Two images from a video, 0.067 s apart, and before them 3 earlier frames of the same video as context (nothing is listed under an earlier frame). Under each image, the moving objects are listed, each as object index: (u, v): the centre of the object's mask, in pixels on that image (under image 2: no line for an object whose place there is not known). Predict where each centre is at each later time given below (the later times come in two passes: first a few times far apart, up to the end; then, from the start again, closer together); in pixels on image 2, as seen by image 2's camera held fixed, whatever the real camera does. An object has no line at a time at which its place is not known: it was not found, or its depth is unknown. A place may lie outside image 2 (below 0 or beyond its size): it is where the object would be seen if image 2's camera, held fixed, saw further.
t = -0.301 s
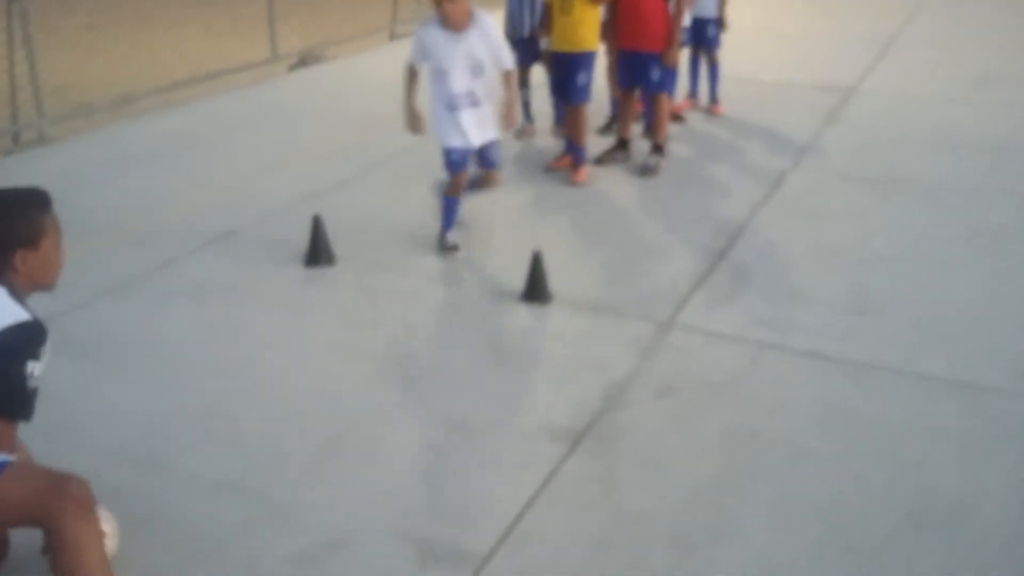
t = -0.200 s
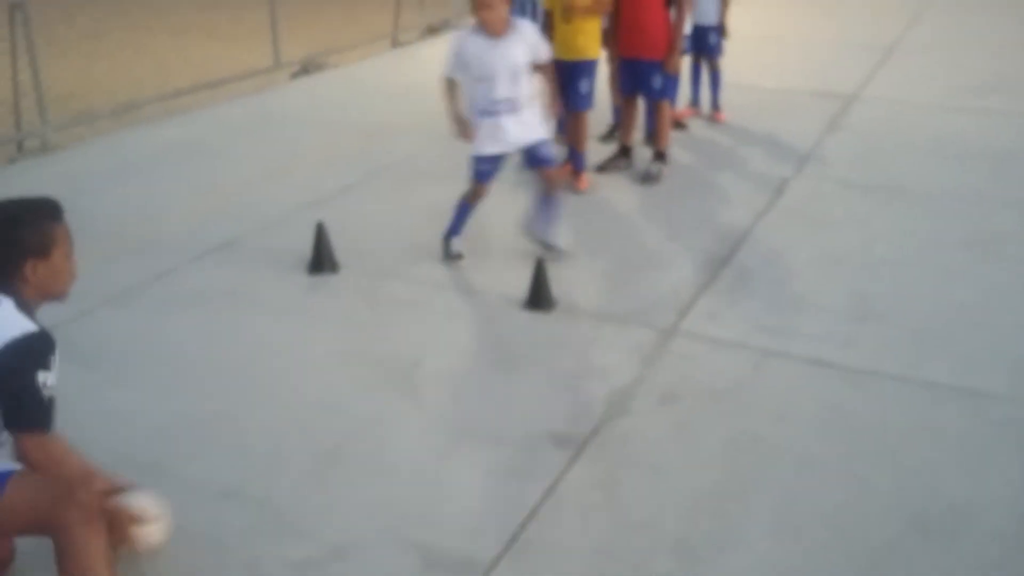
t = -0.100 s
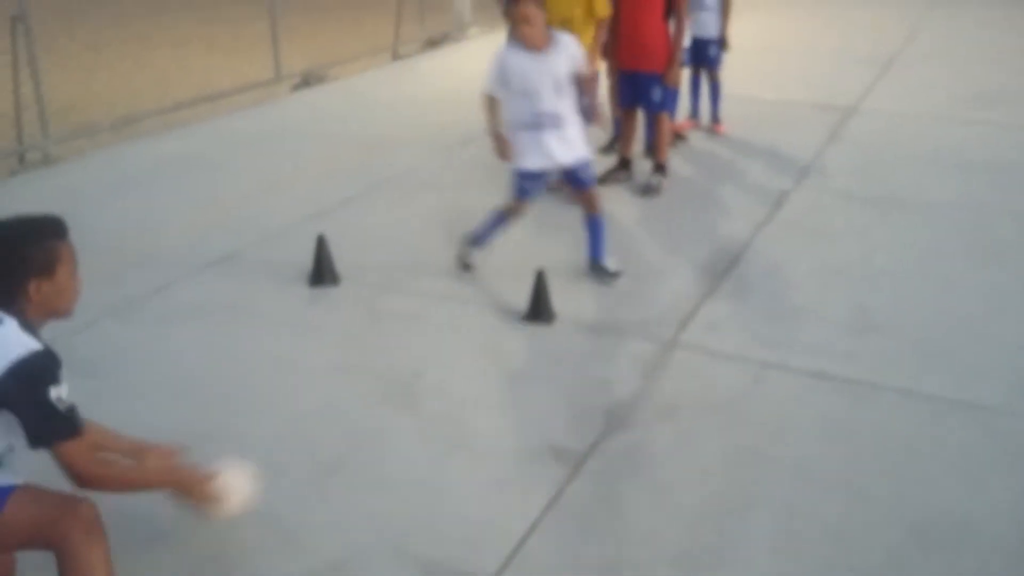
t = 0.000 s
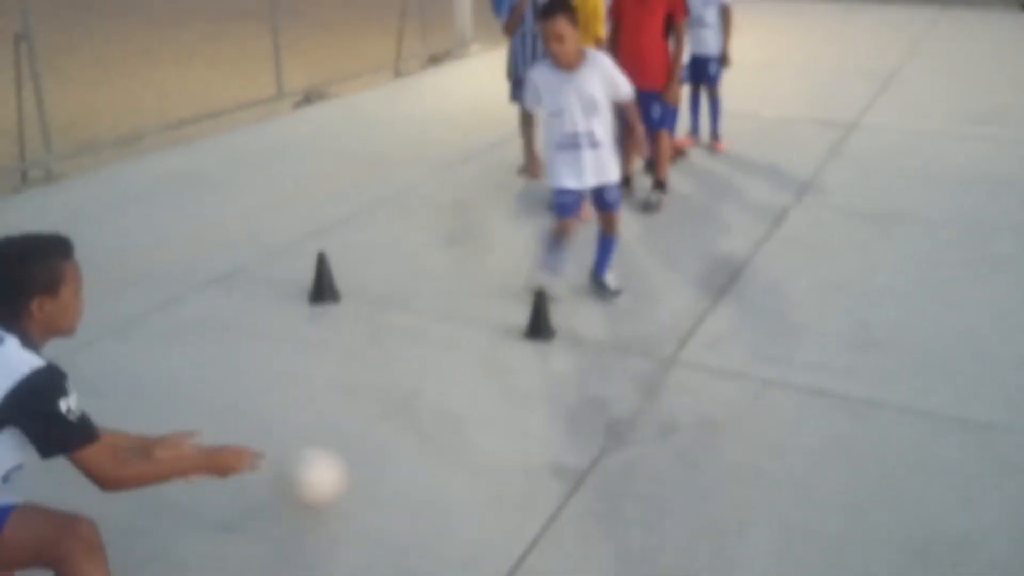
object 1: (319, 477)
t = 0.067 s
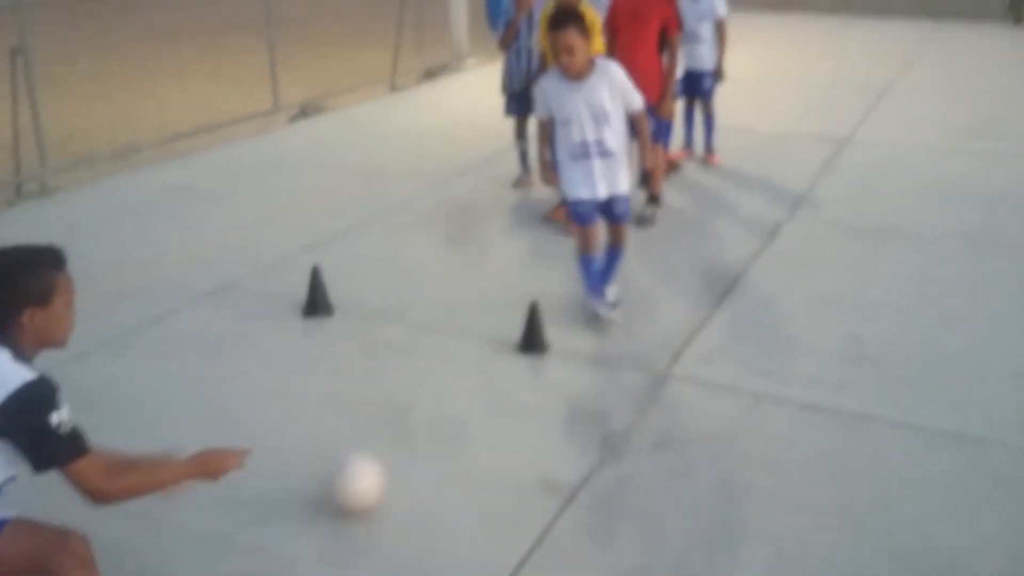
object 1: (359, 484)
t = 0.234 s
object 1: (447, 449)
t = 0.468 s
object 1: (552, 407)
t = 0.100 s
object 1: (377, 472)
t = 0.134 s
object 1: (396, 465)
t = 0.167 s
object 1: (415, 461)
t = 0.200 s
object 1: (433, 456)
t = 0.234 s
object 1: (447, 449)
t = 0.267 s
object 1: (464, 442)
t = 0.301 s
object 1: (480, 436)
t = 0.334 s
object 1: (495, 430)
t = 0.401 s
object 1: (527, 417)
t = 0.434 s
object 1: (540, 411)
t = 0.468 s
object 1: (552, 407)
